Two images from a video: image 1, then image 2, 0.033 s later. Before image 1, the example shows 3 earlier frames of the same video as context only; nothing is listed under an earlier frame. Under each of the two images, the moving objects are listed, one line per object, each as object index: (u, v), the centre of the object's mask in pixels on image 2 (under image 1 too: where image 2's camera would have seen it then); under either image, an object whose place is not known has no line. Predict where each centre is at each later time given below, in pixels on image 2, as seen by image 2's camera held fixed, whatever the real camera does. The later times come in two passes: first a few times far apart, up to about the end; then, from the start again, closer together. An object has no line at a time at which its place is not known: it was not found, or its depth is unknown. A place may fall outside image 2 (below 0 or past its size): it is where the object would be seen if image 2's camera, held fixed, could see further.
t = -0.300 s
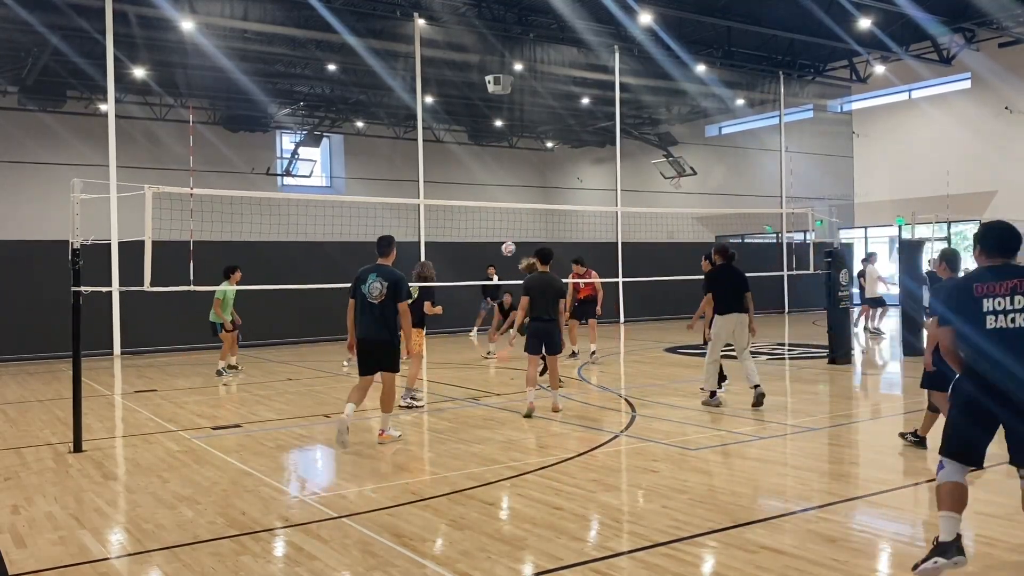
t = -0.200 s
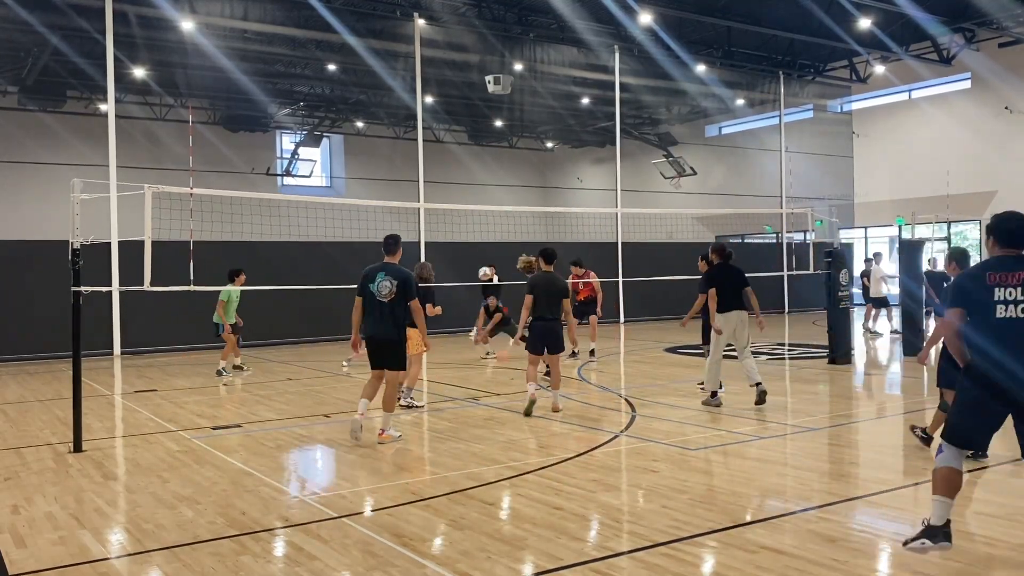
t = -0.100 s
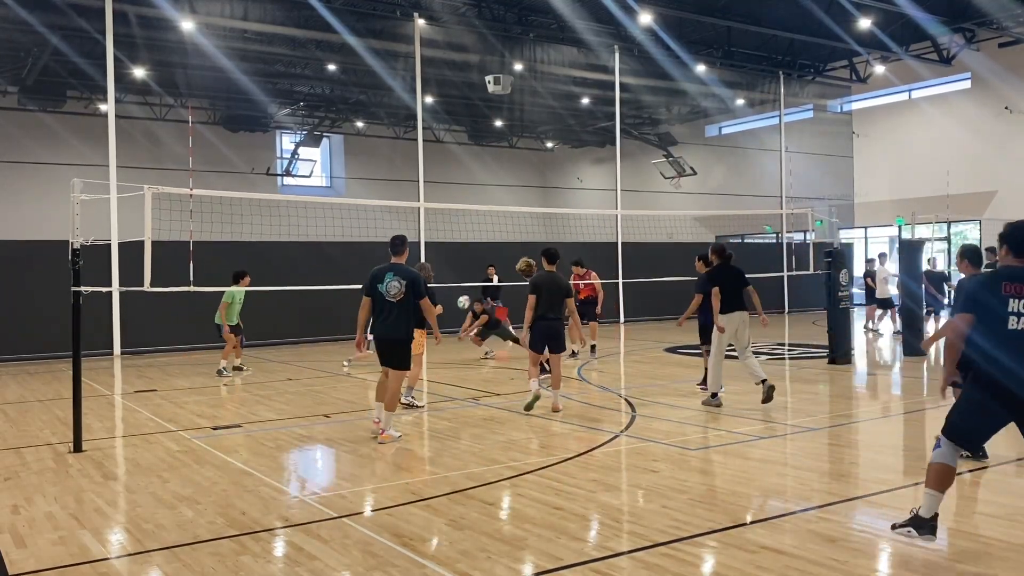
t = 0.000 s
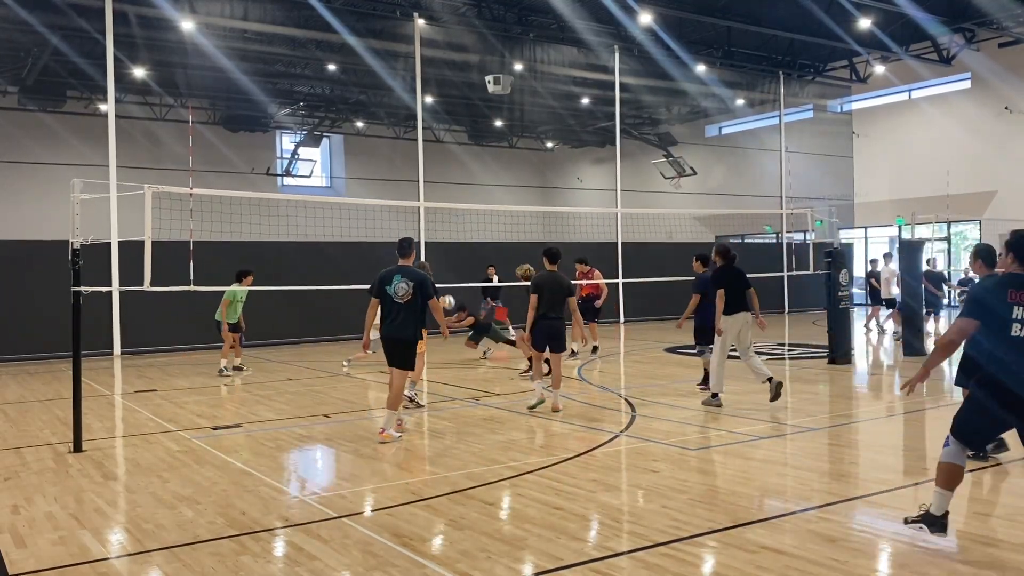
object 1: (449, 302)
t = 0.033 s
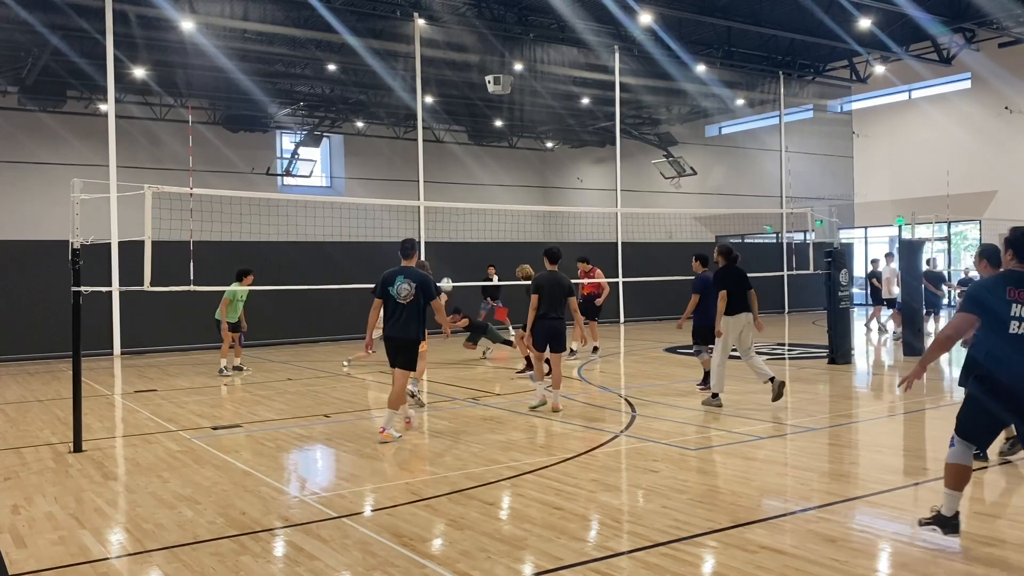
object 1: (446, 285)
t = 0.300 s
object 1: (428, 163)
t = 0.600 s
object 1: (407, 66)
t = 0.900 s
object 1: (385, 20)
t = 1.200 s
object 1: (365, 35)
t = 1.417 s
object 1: (349, 90)
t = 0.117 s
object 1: (441, 244)
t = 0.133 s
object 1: (439, 235)
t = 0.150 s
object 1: (438, 226)
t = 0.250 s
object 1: (431, 183)
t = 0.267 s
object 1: (430, 176)
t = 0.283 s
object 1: (429, 169)
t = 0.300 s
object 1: (428, 163)
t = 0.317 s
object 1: (427, 156)
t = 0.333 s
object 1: (427, 150)
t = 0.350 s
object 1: (426, 144)
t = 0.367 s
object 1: (424, 138)
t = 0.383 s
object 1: (422, 131)
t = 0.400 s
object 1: (421, 126)
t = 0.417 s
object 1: (419, 119)
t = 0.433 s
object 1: (419, 114)
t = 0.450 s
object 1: (417, 109)
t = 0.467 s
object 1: (416, 103)
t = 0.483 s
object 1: (413, 99)
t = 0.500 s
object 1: (412, 93)
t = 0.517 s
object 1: (412, 88)
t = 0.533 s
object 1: (411, 84)
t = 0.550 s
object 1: (410, 79)
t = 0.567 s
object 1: (409, 75)
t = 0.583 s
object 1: (408, 70)
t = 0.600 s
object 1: (407, 66)
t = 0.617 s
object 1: (405, 62)
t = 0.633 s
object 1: (404, 58)
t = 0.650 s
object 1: (403, 55)
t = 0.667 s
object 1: (402, 51)
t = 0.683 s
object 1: (401, 48)
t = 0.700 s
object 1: (400, 44)
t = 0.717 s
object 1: (398, 42)
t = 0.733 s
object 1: (397, 39)
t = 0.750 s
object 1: (396, 36)
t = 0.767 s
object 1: (395, 34)
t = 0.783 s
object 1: (394, 32)
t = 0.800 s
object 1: (393, 29)
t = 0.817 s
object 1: (391, 27)
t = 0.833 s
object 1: (390, 25)
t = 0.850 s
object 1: (389, 24)
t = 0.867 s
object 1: (388, 22)
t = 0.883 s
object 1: (386, 21)
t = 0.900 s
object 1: (385, 20)
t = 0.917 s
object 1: (384, 19)
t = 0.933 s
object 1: (383, 18)
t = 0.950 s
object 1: (382, 18)
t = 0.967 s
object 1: (381, 18)
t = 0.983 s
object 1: (380, 18)
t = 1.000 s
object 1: (379, 18)
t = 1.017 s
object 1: (377, 18)
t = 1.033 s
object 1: (376, 18)
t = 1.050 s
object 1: (375, 19)
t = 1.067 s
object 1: (374, 20)
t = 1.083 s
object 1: (373, 21)
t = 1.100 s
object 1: (372, 22)
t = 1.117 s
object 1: (371, 24)
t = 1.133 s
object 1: (369, 26)
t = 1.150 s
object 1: (368, 28)
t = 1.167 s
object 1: (367, 30)
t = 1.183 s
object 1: (366, 32)
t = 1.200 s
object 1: (365, 35)
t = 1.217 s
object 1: (363, 38)
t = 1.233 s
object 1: (362, 41)
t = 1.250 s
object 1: (361, 44)
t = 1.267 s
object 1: (359, 47)
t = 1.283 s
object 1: (358, 52)
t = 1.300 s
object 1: (357, 55)
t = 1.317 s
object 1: (356, 60)
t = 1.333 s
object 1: (355, 64)
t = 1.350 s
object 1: (354, 69)
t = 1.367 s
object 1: (353, 74)
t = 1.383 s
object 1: (351, 79)
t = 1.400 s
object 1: (350, 85)
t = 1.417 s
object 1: (349, 90)
